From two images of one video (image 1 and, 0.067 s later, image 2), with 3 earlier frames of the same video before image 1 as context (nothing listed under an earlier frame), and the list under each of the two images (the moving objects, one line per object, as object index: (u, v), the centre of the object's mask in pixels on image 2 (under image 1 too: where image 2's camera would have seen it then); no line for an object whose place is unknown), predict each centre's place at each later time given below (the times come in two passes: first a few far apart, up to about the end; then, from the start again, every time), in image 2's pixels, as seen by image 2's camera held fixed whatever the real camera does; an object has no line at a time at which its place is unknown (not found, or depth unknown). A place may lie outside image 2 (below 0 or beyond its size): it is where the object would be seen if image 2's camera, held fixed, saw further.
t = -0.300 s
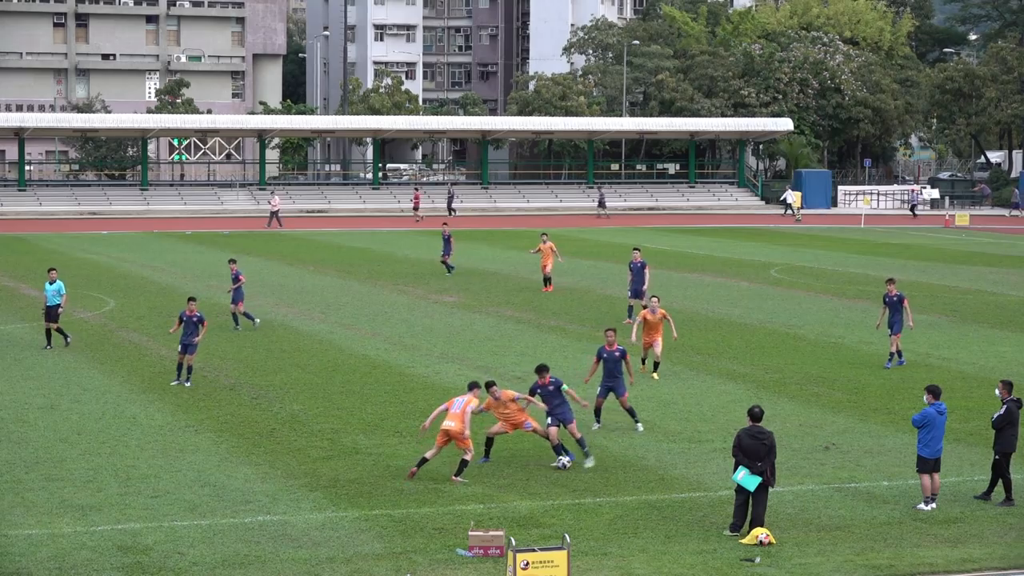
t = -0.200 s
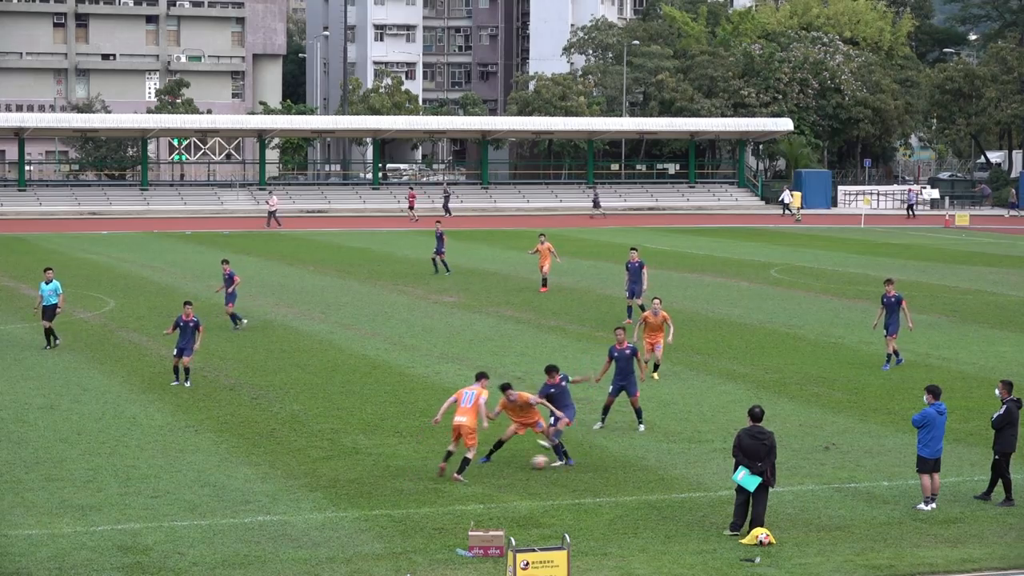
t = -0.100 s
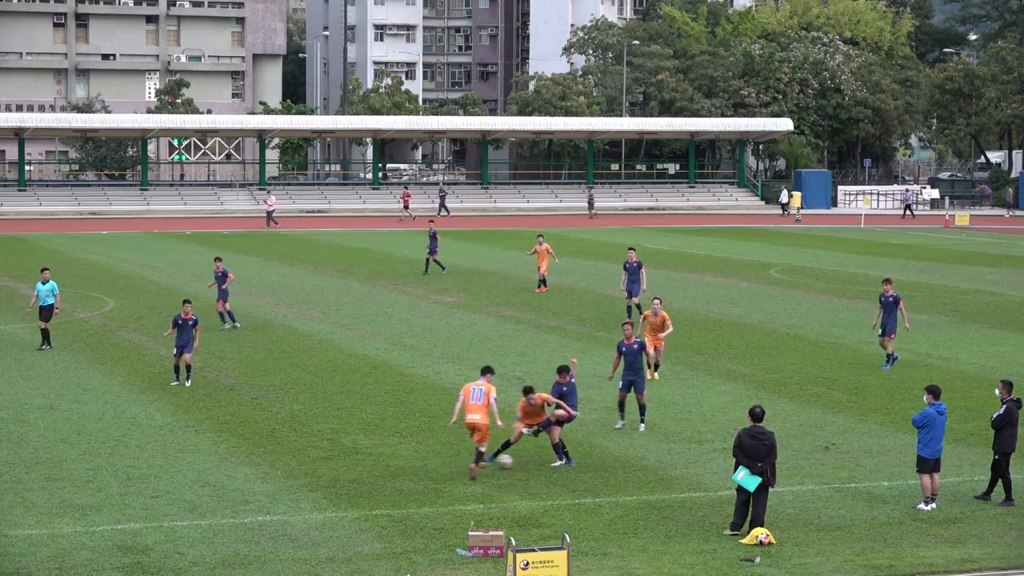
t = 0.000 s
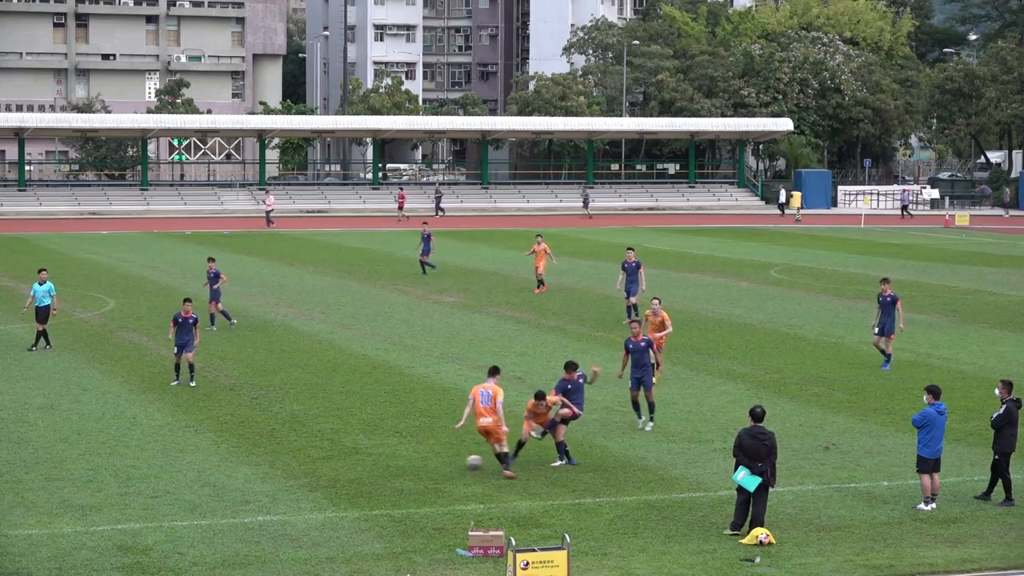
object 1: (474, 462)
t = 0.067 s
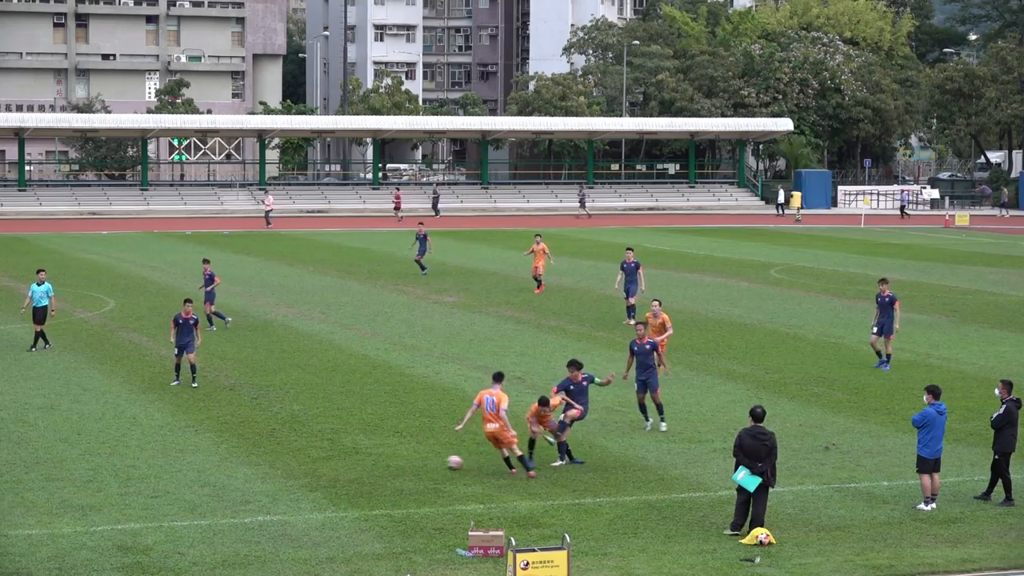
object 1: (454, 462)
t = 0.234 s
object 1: (409, 463)
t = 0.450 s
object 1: (357, 465)
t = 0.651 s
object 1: (312, 465)
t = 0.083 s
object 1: (449, 462)
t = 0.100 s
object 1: (444, 462)
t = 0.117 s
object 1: (440, 462)
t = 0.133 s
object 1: (435, 462)
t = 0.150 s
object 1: (431, 462)
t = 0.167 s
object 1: (427, 462)
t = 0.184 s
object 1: (423, 463)
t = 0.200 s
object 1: (418, 463)
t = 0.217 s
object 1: (413, 463)
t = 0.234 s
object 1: (409, 463)
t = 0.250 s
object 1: (405, 463)
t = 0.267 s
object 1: (401, 463)
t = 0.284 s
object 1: (396, 463)
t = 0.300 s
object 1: (393, 464)
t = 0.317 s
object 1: (389, 464)
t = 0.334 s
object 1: (385, 464)
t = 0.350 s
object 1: (381, 465)
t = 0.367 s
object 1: (376, 465)
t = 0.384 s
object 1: (372, 465)
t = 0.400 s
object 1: (369, 464)
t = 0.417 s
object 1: (365, 464)
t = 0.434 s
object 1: (361, 464)
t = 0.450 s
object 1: (357, 465)
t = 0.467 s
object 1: (353, 465)
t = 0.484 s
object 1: (349, 465)
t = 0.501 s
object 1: (345, 464)
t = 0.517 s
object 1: (341, 464)
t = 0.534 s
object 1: (337, 464)
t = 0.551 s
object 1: (334, 465)
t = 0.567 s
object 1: (330, 465)
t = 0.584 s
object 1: (326, 465)
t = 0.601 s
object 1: (323, 465)
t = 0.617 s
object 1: (319, 465)
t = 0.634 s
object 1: (316, 465)
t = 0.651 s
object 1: (312, 465)
